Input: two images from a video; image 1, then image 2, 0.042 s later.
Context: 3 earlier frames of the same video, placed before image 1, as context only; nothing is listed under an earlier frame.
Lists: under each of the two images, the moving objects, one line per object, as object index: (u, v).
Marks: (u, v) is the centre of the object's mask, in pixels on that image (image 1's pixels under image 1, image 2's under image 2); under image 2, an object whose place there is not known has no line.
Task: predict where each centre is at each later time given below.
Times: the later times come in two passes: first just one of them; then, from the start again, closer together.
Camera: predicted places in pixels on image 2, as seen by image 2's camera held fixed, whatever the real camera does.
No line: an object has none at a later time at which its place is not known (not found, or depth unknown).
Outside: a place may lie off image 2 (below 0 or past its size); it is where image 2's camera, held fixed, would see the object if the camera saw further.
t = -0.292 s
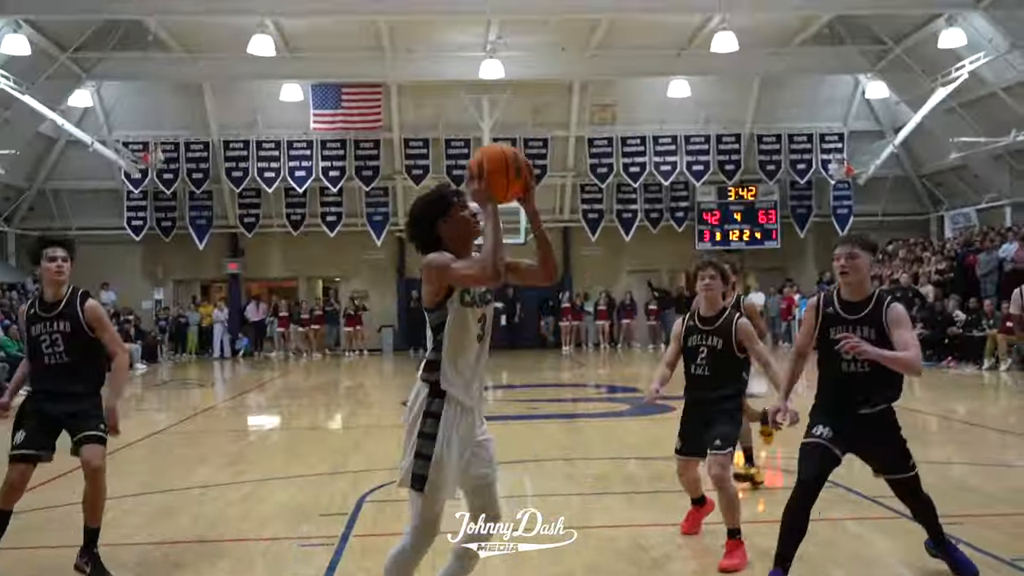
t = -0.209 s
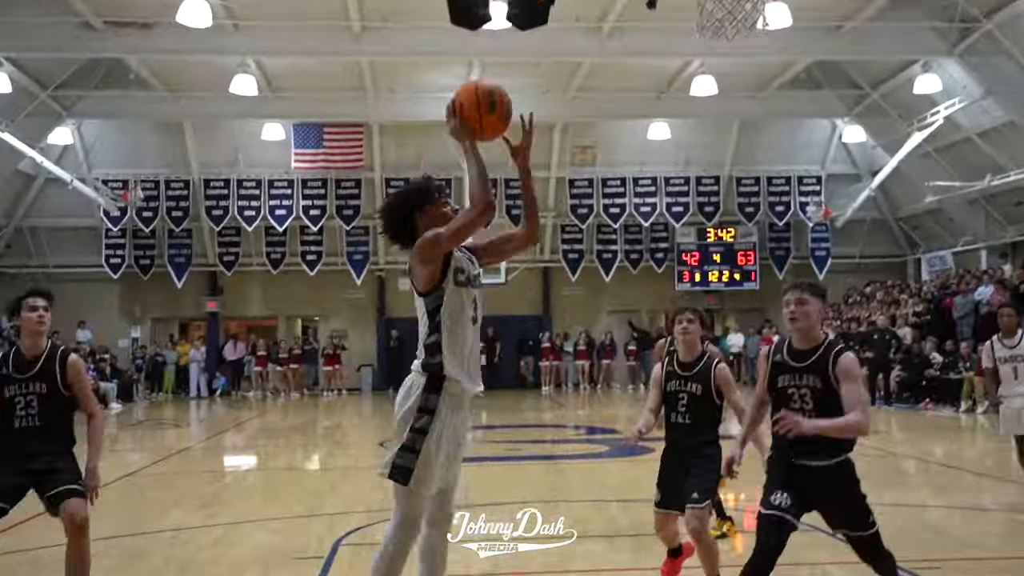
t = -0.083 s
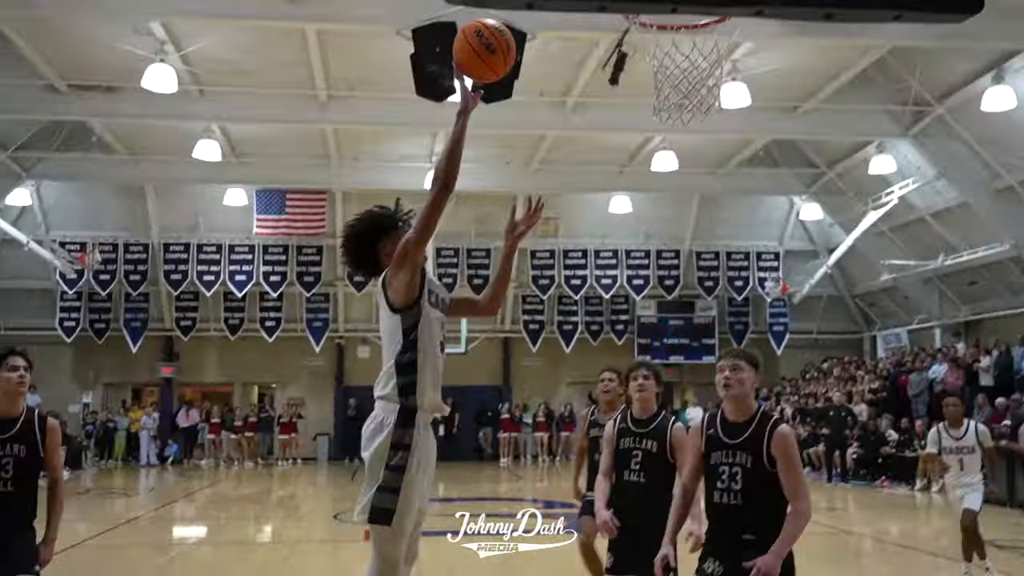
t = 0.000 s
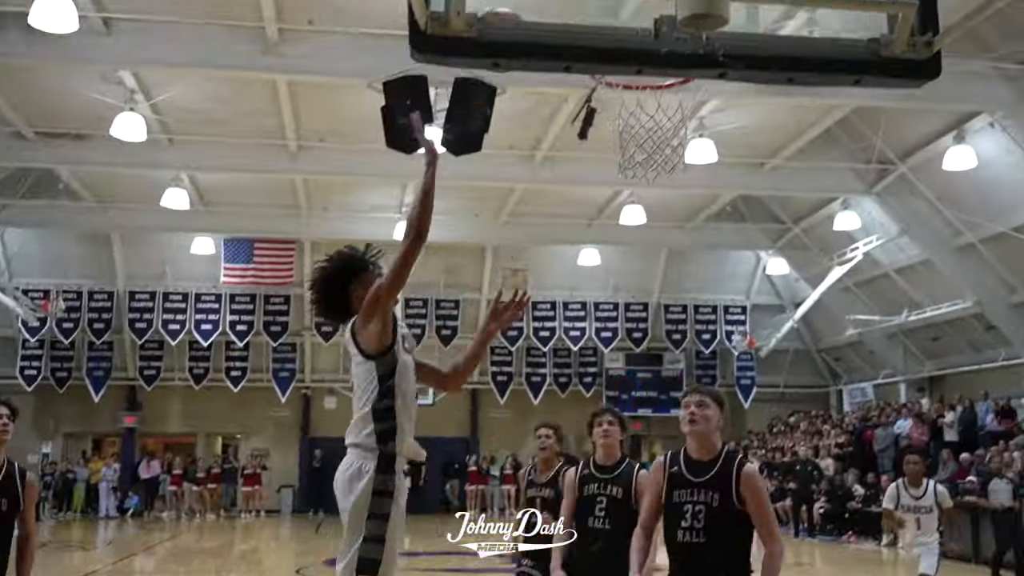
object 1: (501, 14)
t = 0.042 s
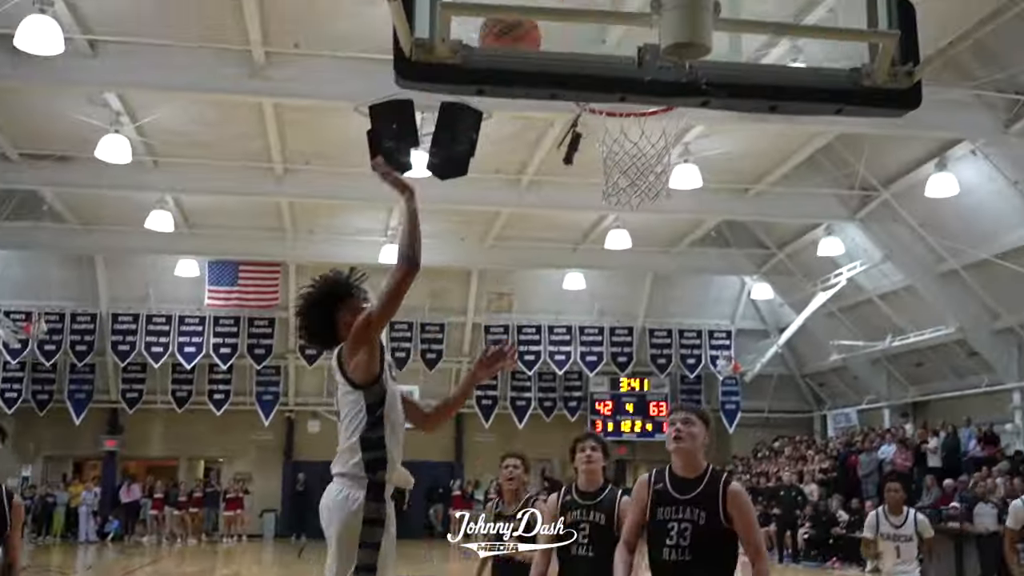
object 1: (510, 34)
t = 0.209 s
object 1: (607, -27)
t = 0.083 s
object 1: (533, 18)
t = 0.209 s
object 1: (607, -27)
